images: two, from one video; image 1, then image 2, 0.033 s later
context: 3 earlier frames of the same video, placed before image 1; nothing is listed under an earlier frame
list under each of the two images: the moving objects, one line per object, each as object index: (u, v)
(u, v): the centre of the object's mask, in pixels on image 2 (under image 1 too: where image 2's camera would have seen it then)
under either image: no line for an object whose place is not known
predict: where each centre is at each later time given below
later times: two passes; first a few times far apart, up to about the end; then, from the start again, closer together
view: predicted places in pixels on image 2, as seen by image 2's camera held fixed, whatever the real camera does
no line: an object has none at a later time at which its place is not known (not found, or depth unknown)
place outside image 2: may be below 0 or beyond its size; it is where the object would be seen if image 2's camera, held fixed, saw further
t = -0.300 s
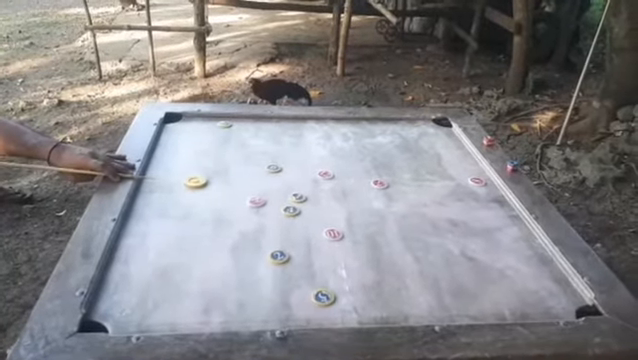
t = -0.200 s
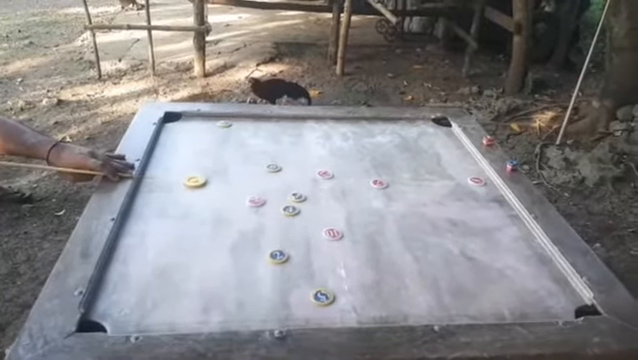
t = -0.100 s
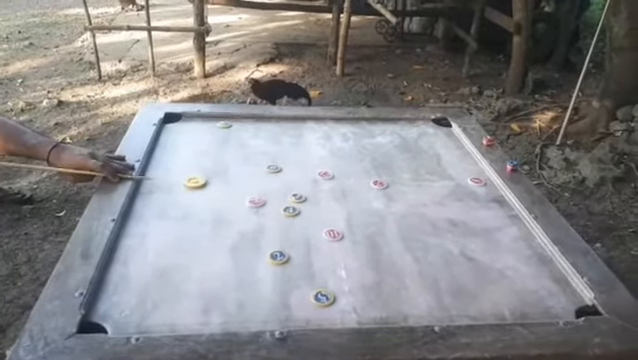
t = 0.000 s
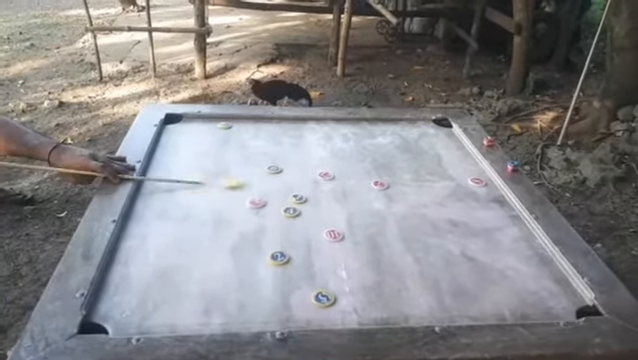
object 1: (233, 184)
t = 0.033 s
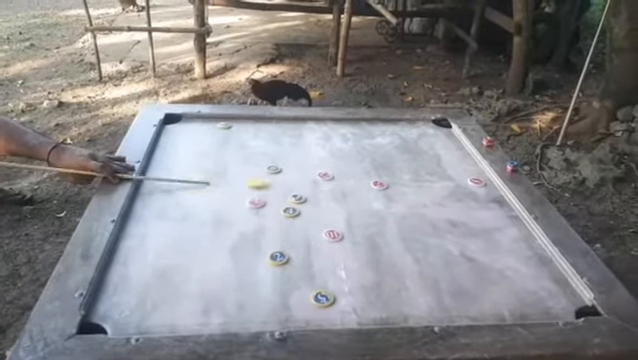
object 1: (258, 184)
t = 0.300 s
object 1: (382, 193)
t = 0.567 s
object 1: (428, 206)
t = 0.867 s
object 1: (456, 212)
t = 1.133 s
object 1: (460, 212)
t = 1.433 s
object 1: (460, 212)
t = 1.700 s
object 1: (461, 211)
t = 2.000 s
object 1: (460, 211)
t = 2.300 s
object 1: (460, 210)
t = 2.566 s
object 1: (460, 211)
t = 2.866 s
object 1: (460, 210)
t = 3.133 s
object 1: (460, 210)
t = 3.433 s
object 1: (460, 210)
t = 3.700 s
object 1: (461, 211)
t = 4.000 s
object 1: (462, 211)
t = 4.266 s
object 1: (462, 212)
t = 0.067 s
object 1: (284, 183)
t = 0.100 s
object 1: (305, 183)
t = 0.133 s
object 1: (322, 184)
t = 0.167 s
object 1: (339, 185)
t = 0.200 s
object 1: (354, 186)
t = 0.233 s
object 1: (367, 188)
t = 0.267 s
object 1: (375, 191)
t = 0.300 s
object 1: (382, 193)
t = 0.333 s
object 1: (390, 196)
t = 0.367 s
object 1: (396, 197)
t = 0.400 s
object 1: (404, 200)
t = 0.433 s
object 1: (411, 201)
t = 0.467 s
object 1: (416, 202)
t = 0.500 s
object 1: (421, 204)
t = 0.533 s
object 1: (425, 205)
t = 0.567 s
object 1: (428, 206)
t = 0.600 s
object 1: (432, 207)
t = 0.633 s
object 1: (438, 208)
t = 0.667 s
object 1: (441, 208)
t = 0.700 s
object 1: (444, 209)
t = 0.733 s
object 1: (448, 210)
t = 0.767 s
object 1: (451, 211)
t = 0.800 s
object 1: (452, 211)
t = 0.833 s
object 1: (455, 212)
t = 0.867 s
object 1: (456, 212)
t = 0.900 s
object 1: (457, 211)
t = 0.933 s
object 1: (459, 212)
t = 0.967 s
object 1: (459, 212)
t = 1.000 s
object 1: (460, 212)
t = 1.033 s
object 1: (460, 212)
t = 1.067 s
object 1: (460, 212)
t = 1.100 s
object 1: (460, 212)
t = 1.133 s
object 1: (460, 212)
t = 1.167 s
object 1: (460, 212)
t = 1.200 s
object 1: (460, 212)
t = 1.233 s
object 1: (460, 212)
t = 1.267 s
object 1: (460, 212)
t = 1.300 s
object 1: (460, 212)
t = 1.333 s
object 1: (460, 212)
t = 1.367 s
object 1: (460, 212)
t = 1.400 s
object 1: (460, 212)
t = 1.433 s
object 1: (460, 212)
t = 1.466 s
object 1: (460, 212)
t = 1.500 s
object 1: (461, 212)
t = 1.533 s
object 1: (461, 212)
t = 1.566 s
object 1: (460, 211)
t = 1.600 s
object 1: (460, 211)
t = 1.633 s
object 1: (461, 211)
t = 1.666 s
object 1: (461, 211)
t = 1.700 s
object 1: (461, 211)
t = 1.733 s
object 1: (461, 211)
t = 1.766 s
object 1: (461, 211)
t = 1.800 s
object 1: (461, 211)
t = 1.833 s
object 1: (460, 211)
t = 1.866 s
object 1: (460, 211)
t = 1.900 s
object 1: (461, 211)
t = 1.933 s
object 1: (460, 211)
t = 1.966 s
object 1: (460, 211)
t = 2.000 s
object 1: (460, 211)
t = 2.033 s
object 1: (460, 211)
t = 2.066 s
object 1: (460, 211)
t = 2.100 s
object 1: (460, 211)
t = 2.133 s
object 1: (460, 211)
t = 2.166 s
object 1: (460, 211)
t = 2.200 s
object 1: (460, 210)
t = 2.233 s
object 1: (460, 210)
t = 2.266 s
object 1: (460, 210)
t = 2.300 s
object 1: (460, 210)
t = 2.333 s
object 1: (460, 211)
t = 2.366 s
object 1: (460, 211)
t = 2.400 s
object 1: (460, 211)
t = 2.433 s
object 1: (460, 210)
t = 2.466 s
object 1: (460, 211)
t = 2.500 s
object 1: (460, 211)
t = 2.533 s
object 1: (460, 211)
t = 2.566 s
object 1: (460, 211)
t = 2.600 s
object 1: (460, 211)
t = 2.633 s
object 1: (460, 210)
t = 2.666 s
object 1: (460, 211)
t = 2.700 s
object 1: (460, 210)
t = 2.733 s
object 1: (460, 210)
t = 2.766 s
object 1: (460, 211)
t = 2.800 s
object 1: (460, 210)
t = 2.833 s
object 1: (460, 210)
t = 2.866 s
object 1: (460, 210)
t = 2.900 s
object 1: (460, 210)
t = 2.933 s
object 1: (460, 210)
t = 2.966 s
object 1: (460, 210)
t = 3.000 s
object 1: (460, 210)
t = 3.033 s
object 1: (460, 210)
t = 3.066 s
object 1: (460, 210)
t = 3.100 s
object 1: (460, 210)
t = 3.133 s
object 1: (460, 210)
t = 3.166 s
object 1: (460, 210)
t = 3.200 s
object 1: (460, 210)
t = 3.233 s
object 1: (460, 210)
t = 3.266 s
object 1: (460, 210)
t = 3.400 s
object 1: (460, 211)
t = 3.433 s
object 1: (460, 210)
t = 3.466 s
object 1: (460, 210)
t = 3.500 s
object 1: (460, 210)
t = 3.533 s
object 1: (460, 210)
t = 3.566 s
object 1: (460, 210)
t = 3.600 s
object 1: (461, 210)
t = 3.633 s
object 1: (461, 210)
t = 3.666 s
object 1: (461, 211)
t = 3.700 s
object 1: (461, 211)
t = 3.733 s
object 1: (461, 211)
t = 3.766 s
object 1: (461, 211)
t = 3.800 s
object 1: (461, 211)
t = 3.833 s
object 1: (462, 211)
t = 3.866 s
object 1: (462, 211)
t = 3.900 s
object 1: (462, 211)
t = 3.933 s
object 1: (463, 211)
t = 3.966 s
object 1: (462, 211)
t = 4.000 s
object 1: (462, 211)
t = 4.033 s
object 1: (462, 211)
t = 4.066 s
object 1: (462, 211)
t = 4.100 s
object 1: (462, 211)
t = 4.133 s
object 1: (462, 212)
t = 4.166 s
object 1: (462, 211)
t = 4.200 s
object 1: (462, 212)
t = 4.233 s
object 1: (462, 212)
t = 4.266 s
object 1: (462, 212)
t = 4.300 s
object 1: (462, 212)
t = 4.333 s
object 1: (462, 212)
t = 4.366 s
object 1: (462, 212)
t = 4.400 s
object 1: (463, 212)
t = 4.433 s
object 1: (463, 212)
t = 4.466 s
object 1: (464, 213)
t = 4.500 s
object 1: (464, 213)
